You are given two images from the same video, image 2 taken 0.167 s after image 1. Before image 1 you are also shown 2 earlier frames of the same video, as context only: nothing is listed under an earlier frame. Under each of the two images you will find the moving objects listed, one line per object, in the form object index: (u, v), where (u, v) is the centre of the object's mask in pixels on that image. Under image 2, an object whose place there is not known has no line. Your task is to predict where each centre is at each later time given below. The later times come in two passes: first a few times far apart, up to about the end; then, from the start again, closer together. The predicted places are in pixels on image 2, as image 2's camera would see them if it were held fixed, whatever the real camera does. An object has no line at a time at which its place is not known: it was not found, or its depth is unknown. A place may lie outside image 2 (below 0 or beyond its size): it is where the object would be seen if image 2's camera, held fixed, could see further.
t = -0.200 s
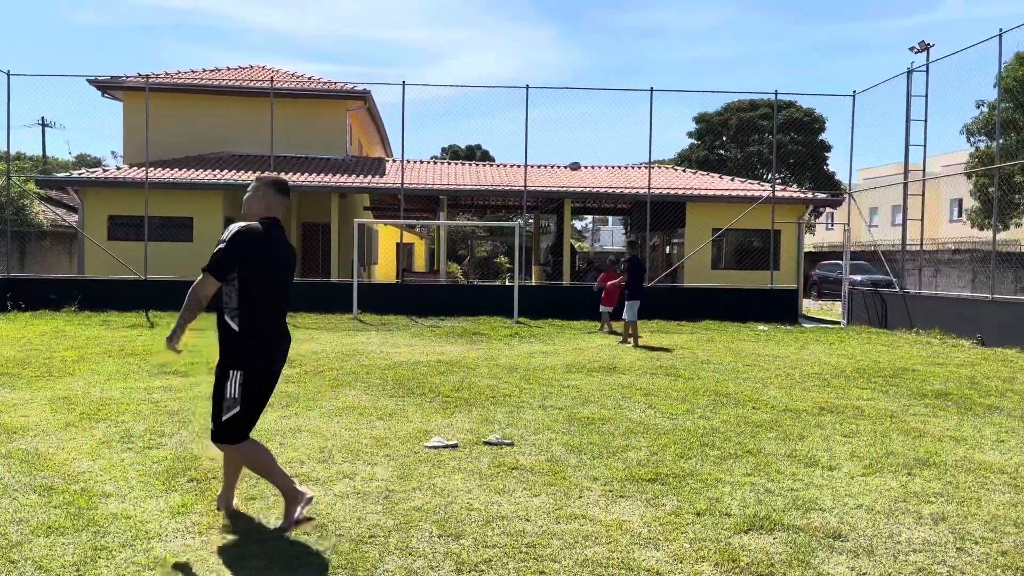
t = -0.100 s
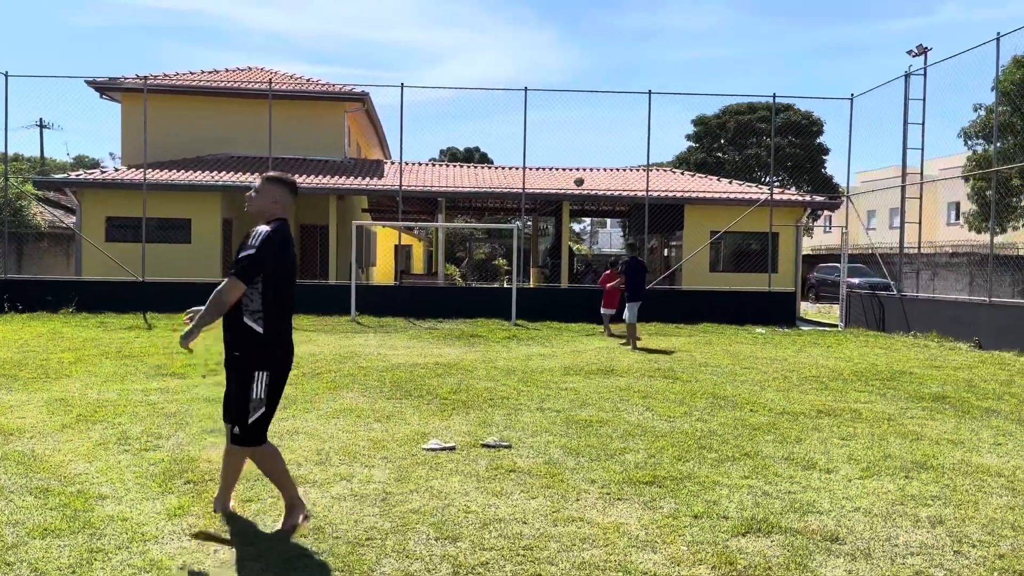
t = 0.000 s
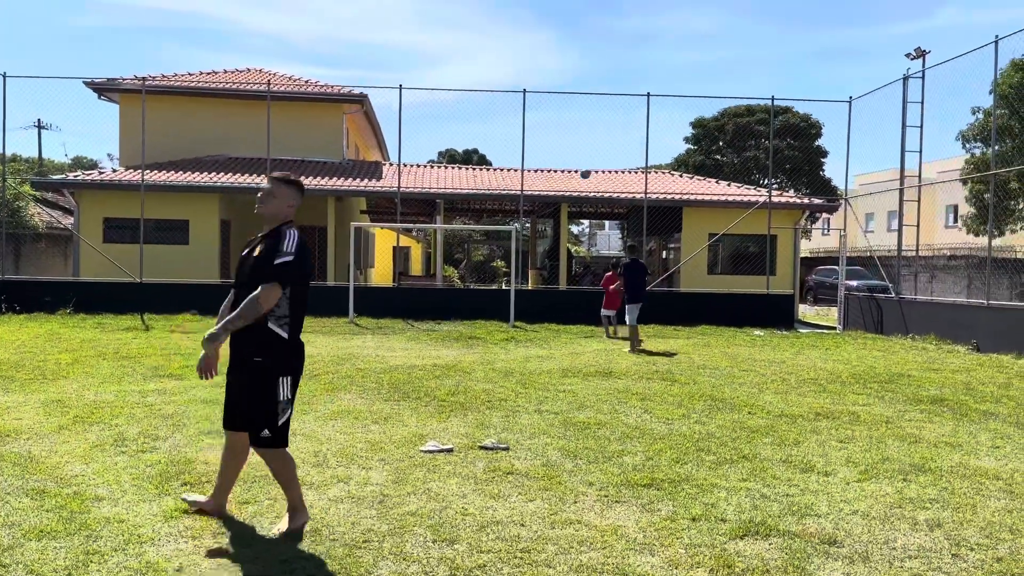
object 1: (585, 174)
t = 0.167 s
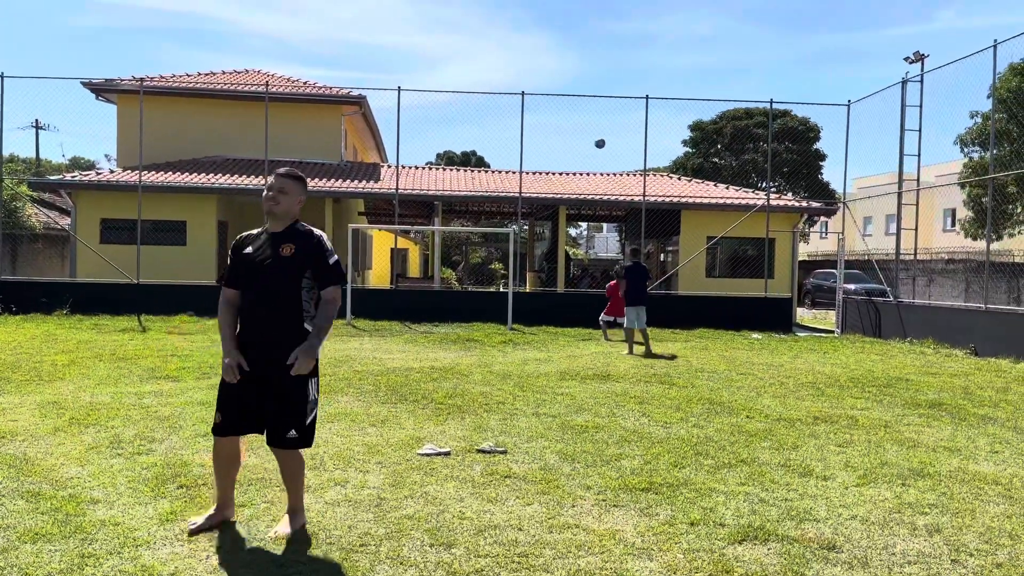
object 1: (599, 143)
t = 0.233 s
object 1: (606, 134)
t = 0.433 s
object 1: (628, 116)
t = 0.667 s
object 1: (654, 121)
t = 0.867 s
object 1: (678, 151)
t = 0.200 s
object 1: (603, 138)
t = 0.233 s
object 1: (606, 134)
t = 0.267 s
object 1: (610, 129)
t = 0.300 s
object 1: (613, 125)
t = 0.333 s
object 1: (617, 122)
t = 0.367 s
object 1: (620, 119)
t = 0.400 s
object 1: (624, 117)
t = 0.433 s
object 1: (628, 116)
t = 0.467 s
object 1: (631, 115)
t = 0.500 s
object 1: (634, 114)
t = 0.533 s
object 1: (638, 115)
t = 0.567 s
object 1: (642, 116)
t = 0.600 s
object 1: (646, 117)
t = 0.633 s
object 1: (650, 118)
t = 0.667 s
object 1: (654, 121)
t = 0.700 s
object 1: (657, 124)
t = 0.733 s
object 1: (661, 128)
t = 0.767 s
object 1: (665, 133)
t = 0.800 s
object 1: (669, 138)
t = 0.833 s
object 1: (673, 145)
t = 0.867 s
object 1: (678, 151)
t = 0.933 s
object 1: (688, 165)
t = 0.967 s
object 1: (691, 174)
